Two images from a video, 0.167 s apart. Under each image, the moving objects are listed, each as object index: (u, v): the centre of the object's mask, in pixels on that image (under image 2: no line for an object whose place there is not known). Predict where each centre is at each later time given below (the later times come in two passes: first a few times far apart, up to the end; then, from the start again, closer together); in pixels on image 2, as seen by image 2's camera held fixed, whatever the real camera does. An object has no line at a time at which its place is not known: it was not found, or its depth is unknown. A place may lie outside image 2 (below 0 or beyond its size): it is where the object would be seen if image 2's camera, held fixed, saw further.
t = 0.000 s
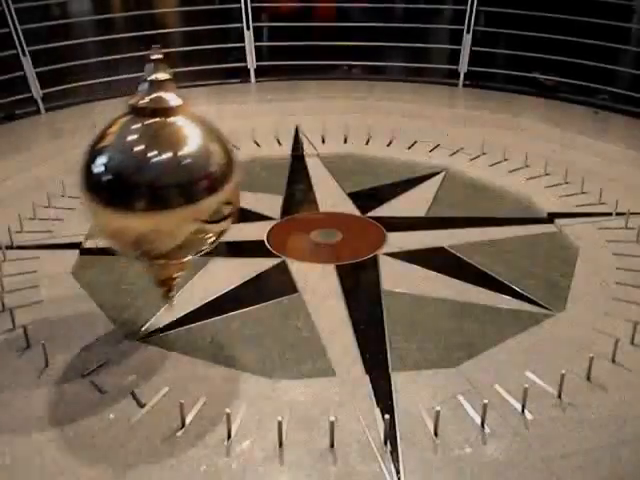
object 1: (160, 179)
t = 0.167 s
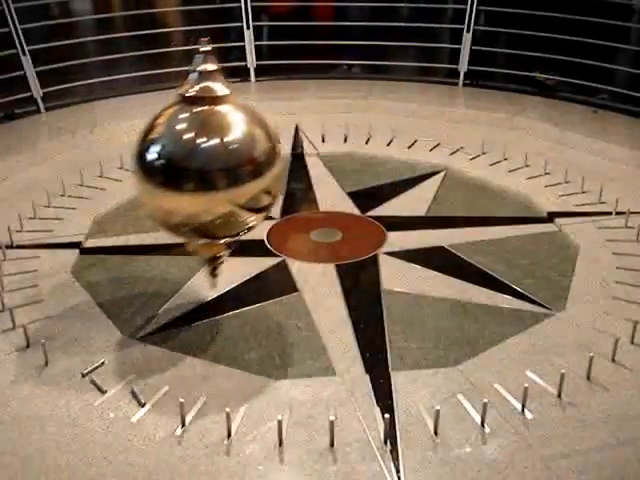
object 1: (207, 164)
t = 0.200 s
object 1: (216, 162)
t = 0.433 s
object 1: (278, 139)
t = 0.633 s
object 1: (325, 123)
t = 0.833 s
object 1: (365, 107)
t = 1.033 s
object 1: (399, 93)
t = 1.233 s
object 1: (426, 81)
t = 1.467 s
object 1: (451, 70)
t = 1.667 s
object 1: (462, 65)
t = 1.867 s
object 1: (475, 60)
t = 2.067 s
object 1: (480, 59)
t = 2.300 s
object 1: (482, 58)
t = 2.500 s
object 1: (476, 61)
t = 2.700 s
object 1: (471, 64)
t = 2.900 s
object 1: (459, 68)
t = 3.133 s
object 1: (439, 78)
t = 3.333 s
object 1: (414, 90)
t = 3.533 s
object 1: (383, 103)
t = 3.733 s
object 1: (345, 118)
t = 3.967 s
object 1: (294, 135)
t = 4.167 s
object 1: (242, 156)
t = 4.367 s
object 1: (186, 174)
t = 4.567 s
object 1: (129, 191)
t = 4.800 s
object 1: (71, 210)
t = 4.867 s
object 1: (61, 216)
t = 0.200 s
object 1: (216, 162)
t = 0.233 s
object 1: (227, 159)
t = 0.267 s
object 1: (235, 156)
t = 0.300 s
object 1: (244, 154)
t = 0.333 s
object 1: (252, 150)
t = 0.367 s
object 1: (261, 147)
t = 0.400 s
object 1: (270, 142)
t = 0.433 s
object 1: (278, 139)
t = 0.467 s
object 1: (286, 136)
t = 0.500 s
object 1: (295, 133)
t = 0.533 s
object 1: (303, 130)
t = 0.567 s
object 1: (310, 128)
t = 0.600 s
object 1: (318, 126)
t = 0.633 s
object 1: (325, 123)
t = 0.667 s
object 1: (332, 120)
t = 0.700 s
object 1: (339, 118)
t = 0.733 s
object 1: (346, 115)
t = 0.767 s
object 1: (352, 112)
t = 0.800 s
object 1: (358, 109)
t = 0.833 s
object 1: (365, 107)
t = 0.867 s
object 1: (371, 104)
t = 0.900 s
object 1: (377, 102)
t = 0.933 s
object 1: (383, 100)
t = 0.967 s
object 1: (388, 97)
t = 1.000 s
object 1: (394, 95)
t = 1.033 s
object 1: (399, 93)
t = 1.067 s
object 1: (404, 91)
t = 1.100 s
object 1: (409, 89)
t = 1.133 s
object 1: (413, 87)
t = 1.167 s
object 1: (418, 86)
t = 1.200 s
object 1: (422, 83)
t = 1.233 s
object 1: (426, 81)
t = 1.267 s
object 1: (431, 79)
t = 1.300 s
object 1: (434, 77)
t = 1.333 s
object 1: (438, 76)
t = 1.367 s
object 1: (441, 74)
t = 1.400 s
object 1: (439, 74)
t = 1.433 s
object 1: (443, 74)
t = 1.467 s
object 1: (451, 70)
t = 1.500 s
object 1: (454, 69)
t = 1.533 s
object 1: (457, 67)
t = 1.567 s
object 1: (460, 66)
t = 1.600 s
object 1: (457, 68)
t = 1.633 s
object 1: (464, 65)
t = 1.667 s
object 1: (462, 65)
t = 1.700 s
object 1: (464, 65)
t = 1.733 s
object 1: (470, 62)
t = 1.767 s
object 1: (467, 63)
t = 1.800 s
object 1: (473, 60)
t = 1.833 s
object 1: (475, 60)
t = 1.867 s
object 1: (475, 60)
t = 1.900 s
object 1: (476, 60)
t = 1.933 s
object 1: (477, 60)
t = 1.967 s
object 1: (478, 60)
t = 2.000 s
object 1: (478, 60)
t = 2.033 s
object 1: (479, 60)
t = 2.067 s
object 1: (480, 59)
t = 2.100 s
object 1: (481, 58)
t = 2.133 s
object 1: (482, 58)
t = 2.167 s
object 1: (482, 58)
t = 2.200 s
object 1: (482, 58)
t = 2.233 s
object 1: (482, 58)
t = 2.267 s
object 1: (482, 58)
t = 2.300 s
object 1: (482, 58)
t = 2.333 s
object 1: (481, 58)
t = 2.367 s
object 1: (481, 59)
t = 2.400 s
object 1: (480, 59)
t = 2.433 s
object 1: (479, 60)
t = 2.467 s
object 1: (478, 60)
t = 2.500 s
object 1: (476, 61)
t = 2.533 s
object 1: (477, 61)
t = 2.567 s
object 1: (476, 62)
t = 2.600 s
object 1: (474, 62)
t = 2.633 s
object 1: (473, 63)
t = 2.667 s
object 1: (472, 63)
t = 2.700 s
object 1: (471, 64)
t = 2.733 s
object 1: (469, 65)
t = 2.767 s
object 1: (469, 64)
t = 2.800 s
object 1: (463, 67)
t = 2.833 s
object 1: (464, 66)
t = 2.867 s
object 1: (463, 67)
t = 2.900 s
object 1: (459, 68)
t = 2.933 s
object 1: (457, 70)
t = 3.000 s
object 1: (447, 74)
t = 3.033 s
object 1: (449, 74)
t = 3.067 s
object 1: (446, 75)
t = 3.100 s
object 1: (437, 78)
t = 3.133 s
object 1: (439, 78)
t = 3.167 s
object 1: (436, 80)
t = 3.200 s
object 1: (432, 82)
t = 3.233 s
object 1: (428, 83)
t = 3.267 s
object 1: (423, 86)
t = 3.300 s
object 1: (419, 88)
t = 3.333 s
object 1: (414, 90)
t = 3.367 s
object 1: (410, 92)
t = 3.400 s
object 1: (405, 94)
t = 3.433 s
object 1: (400, 96)
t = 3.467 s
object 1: (394, 99)
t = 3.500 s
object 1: (389, 101)
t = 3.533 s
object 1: (383, 103)
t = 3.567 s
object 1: (377, 104)
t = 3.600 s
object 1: (371, 106)
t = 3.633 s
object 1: (365, 110)
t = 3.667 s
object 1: (359, 113)
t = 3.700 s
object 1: (352, 116)
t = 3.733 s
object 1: (345, 118)
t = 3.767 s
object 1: (338, 120)
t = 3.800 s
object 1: (331, 124)
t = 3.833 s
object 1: (325, 125)
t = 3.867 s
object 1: (317, 128)
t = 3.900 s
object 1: (310, 131)
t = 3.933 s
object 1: (302, 133)
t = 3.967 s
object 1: (294, 135)
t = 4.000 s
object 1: (285, 139)
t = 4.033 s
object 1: (278, 142)
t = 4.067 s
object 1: (269, 146)
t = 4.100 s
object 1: (260, 150)
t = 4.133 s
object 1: (251, 153)
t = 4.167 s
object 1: (242, 156)
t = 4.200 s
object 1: (234, 159)
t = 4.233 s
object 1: (224, 162)
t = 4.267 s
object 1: (215, 165)
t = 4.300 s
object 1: (205, 167)
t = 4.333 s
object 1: (196, 171)
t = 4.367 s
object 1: (186, 174)
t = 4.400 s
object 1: (177, 178)
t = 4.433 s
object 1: (167, 181)
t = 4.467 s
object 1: (157, 183)
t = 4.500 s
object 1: (148, 185)
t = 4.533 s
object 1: (138, 188)
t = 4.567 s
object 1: (129, 191)
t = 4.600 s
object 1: (119, 195)
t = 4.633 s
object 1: (110, 198)
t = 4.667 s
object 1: (100, 201)
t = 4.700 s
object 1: (91, 204)
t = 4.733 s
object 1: (83, 206)
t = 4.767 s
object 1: (77, 208)
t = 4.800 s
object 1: (71, 210)
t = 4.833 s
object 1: (66, 214)
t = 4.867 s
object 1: (61, 216)
